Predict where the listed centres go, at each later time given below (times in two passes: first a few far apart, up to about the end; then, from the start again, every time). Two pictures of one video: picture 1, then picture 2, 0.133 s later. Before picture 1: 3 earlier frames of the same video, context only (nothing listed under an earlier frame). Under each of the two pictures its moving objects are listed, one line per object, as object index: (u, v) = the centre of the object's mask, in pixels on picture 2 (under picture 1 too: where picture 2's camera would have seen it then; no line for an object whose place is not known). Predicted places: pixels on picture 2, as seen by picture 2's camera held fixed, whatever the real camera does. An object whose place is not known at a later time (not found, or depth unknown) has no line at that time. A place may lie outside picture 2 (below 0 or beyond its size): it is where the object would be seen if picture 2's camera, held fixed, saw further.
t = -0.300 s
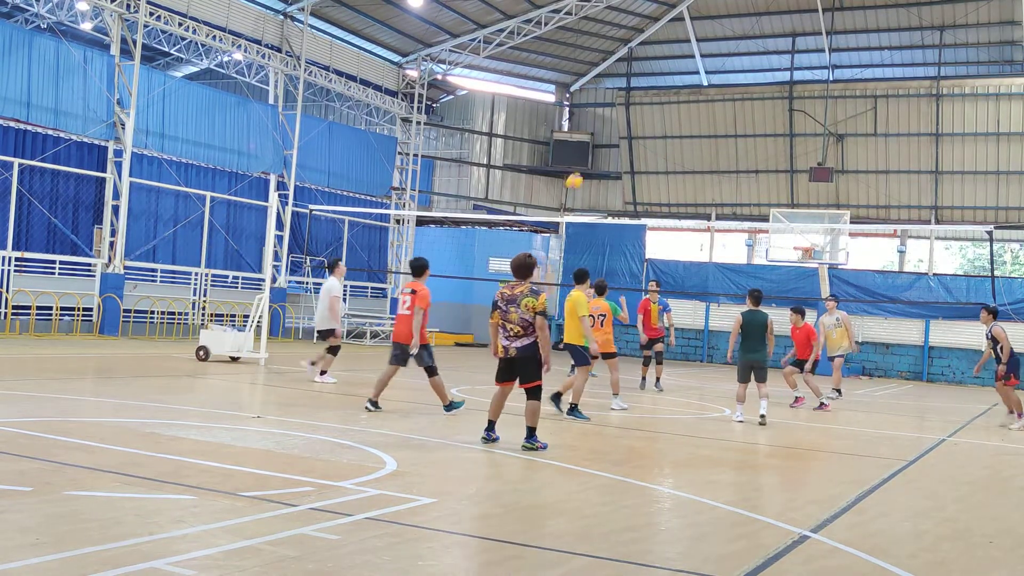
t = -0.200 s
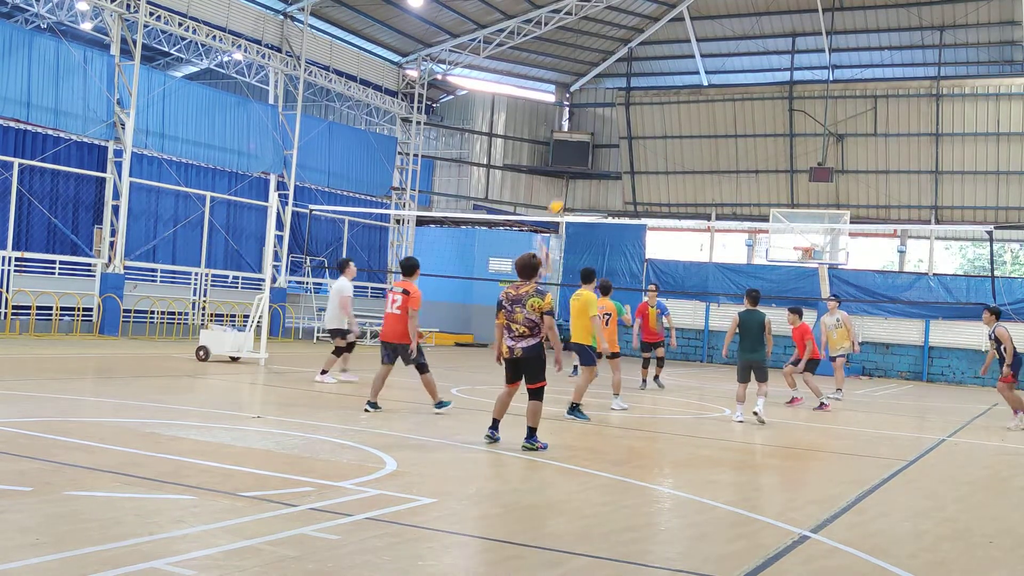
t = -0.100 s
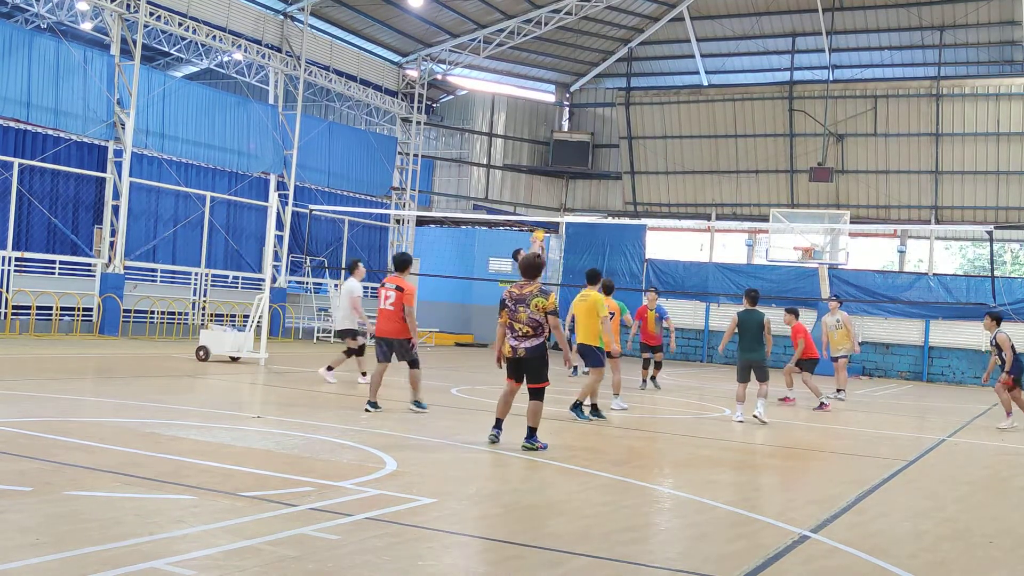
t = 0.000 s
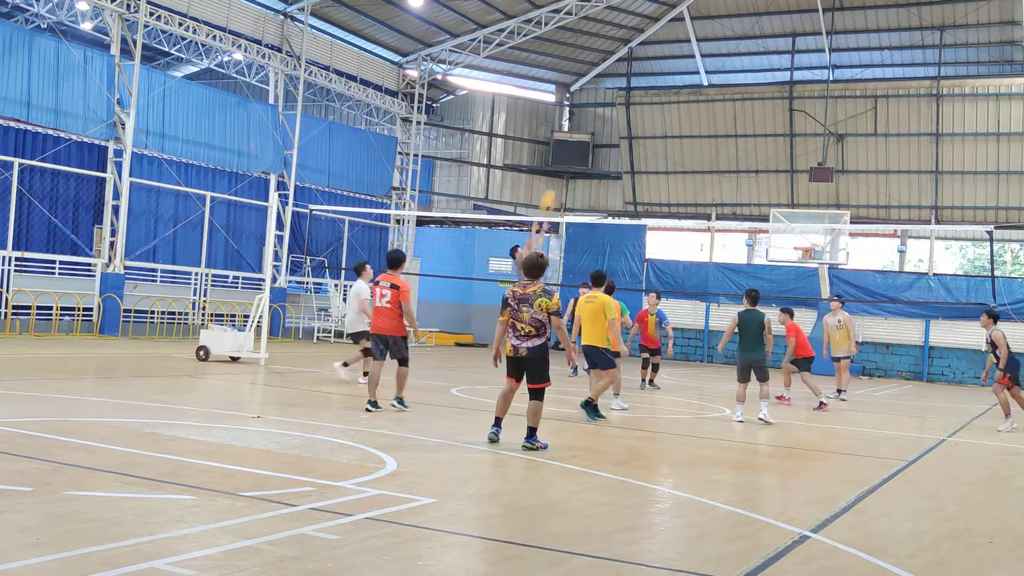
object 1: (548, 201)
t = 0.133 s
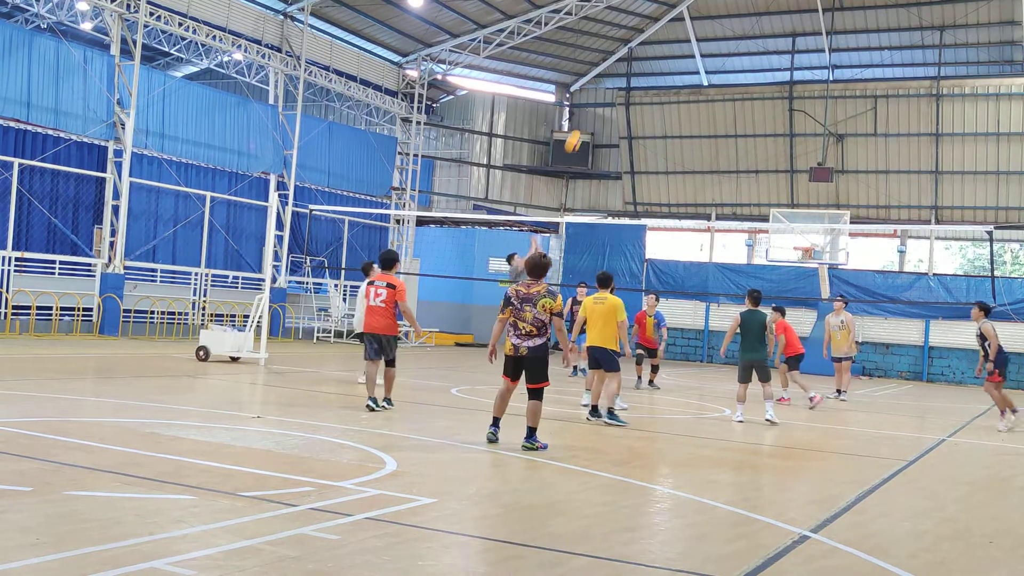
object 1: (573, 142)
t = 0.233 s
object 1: (591, 105)
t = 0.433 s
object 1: (626, 51)
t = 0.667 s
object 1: (663, 21)
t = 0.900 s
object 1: (698, 28)
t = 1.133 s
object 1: (730, 72)
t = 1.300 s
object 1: (751, 129)
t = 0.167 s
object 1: (580, 127)
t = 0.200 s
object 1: (585, 116)
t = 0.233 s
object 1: (591, 105)
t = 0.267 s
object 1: (597, 94)
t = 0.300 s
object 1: (603, 83)
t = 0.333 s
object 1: (609, 75)
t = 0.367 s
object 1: (614, 67)
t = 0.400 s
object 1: (621, 58)
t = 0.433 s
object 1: (626, 51)
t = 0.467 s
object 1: (631, 44)
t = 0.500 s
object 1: (636, 38)
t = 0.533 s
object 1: (641, 33)
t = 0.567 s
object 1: (647, 29)
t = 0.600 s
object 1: (652, 26)
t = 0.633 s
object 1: (657, 23)
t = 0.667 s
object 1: (663, 21)
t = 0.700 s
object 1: (668, 19)
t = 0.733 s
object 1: (673, 19)
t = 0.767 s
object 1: (678, 19)
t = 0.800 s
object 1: (683, 20)
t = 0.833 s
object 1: (688, 22)
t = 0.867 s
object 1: (693, 24)
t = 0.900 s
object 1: (698, 28)
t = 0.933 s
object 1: (703, 32)
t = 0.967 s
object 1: (707, 36)
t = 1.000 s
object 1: (712, 42)
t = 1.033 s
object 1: (716, 48)
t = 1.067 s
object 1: (721, 55)
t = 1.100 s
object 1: (725, 63)
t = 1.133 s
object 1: (730, 72)
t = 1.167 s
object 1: (734, 83)
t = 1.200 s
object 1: (739, 93)
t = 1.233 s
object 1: (743, 104)
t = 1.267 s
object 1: (747, 116)
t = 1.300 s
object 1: (751, 129)
